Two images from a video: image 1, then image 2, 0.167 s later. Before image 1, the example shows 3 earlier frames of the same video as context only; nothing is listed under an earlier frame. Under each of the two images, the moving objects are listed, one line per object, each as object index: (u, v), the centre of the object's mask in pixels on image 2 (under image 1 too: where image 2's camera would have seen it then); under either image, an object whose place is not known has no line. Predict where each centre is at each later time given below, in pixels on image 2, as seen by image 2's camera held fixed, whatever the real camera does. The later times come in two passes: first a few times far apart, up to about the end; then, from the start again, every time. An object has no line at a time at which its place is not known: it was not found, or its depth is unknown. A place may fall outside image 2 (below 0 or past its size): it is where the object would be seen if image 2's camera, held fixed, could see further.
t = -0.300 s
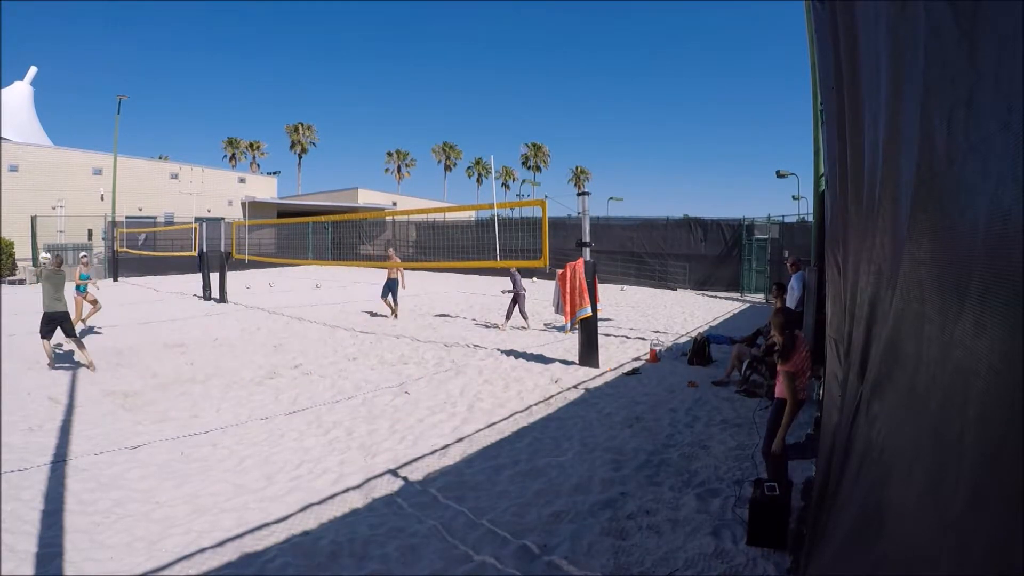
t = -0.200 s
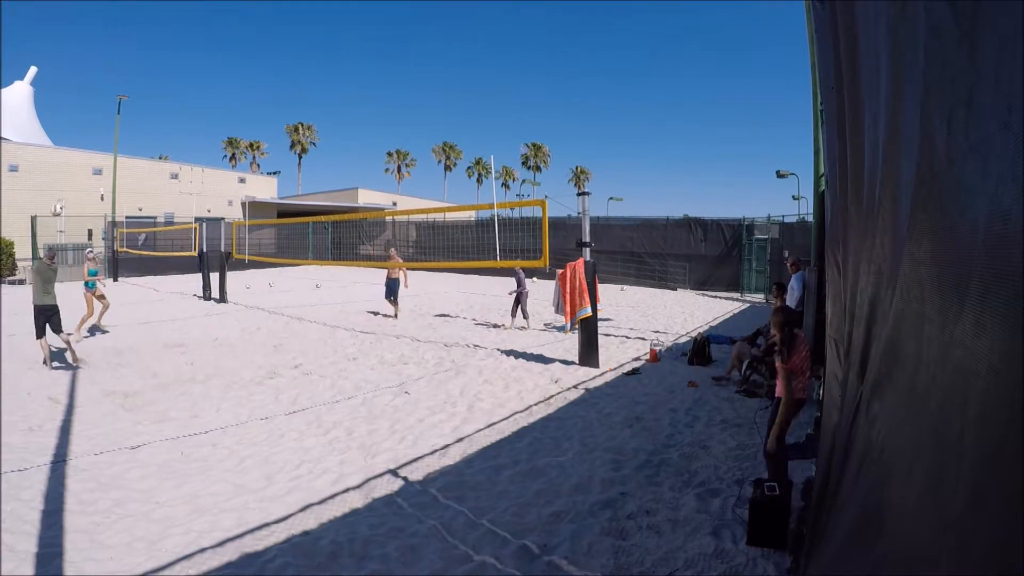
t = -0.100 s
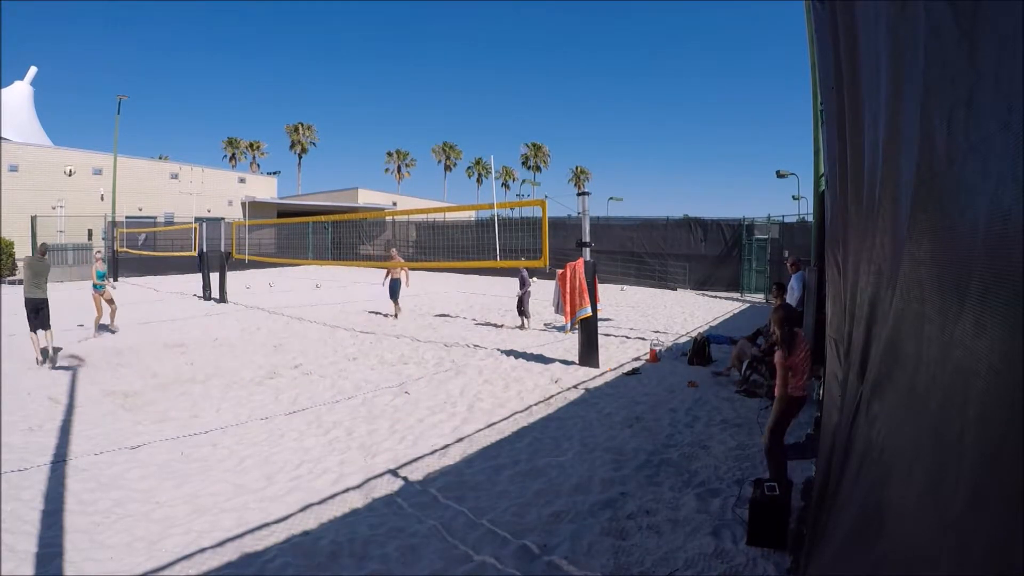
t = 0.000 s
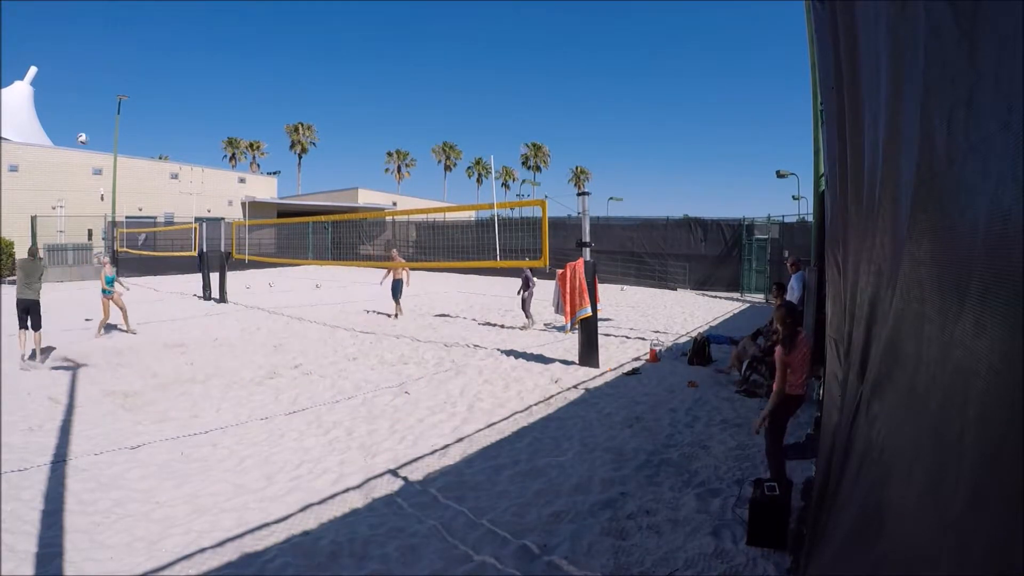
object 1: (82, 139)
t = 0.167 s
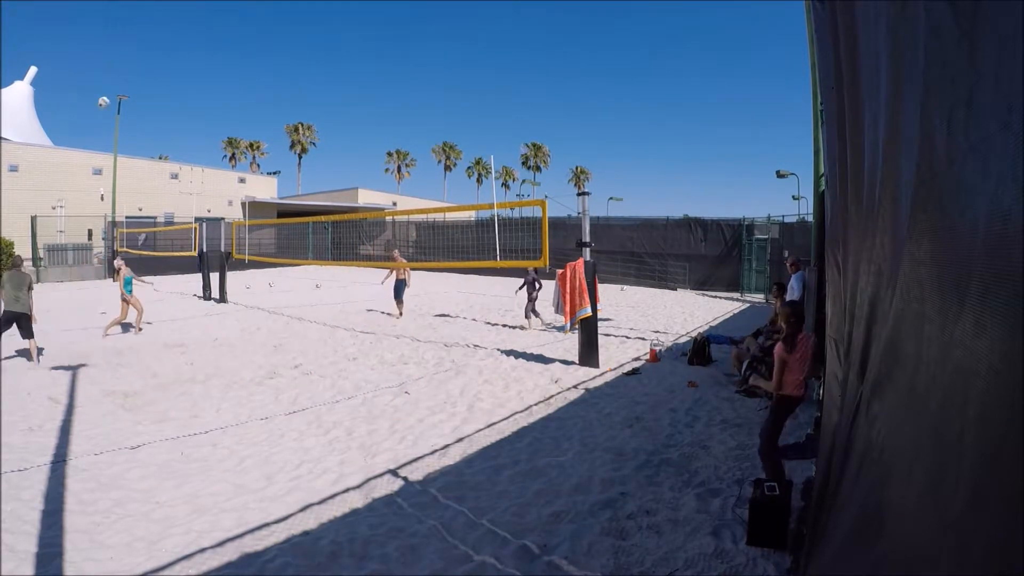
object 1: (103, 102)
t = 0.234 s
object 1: (112, 93)
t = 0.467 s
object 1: (136, 79)
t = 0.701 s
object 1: (157, 90)
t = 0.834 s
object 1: (167, 107)
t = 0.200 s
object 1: (107, 97)
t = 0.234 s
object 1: (112, 93)
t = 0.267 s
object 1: (115, 89)
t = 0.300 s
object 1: (119, 86)
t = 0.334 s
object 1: (123, 83)
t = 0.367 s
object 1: (126, 81)
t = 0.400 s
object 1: (129, 80)
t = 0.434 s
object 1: (133, 79)
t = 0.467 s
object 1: (136, 79)
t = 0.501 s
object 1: (139, 79)
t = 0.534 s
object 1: (142, 80)
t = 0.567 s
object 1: (146, 81)
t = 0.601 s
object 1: (148, 82)
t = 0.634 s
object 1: (151, 84)
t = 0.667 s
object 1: (154, 87)
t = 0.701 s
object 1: (157, 90)
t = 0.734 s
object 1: (159, 94)
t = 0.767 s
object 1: (162, 98)
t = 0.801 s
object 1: (165, 103)
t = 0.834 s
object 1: (167, 107)
